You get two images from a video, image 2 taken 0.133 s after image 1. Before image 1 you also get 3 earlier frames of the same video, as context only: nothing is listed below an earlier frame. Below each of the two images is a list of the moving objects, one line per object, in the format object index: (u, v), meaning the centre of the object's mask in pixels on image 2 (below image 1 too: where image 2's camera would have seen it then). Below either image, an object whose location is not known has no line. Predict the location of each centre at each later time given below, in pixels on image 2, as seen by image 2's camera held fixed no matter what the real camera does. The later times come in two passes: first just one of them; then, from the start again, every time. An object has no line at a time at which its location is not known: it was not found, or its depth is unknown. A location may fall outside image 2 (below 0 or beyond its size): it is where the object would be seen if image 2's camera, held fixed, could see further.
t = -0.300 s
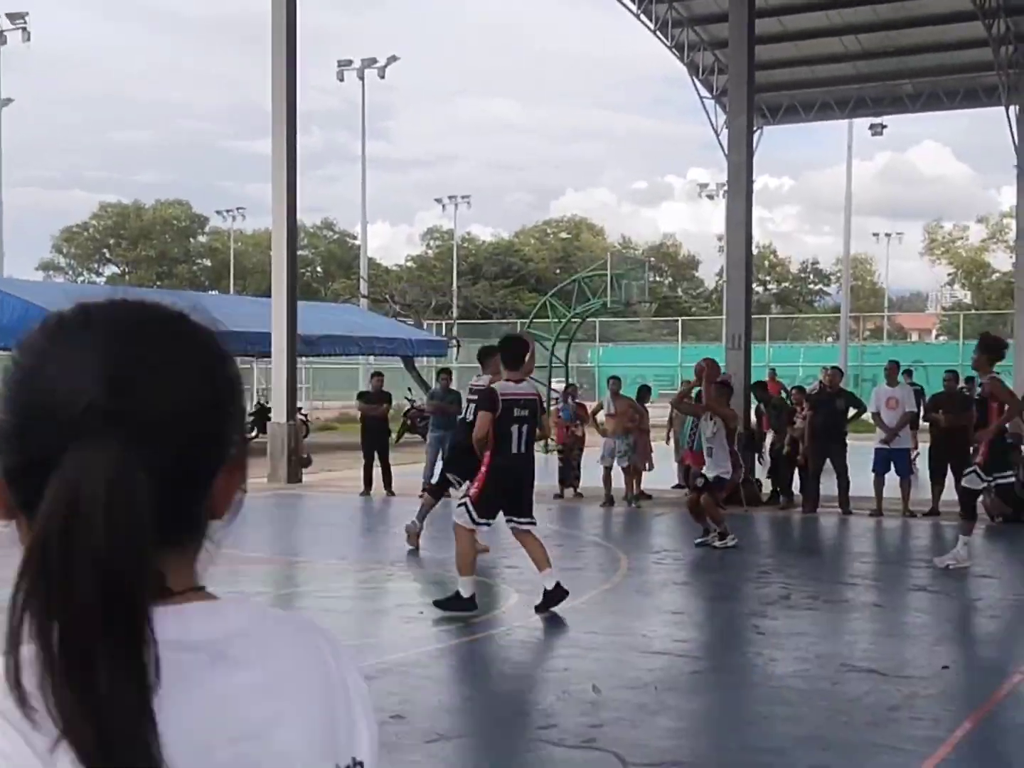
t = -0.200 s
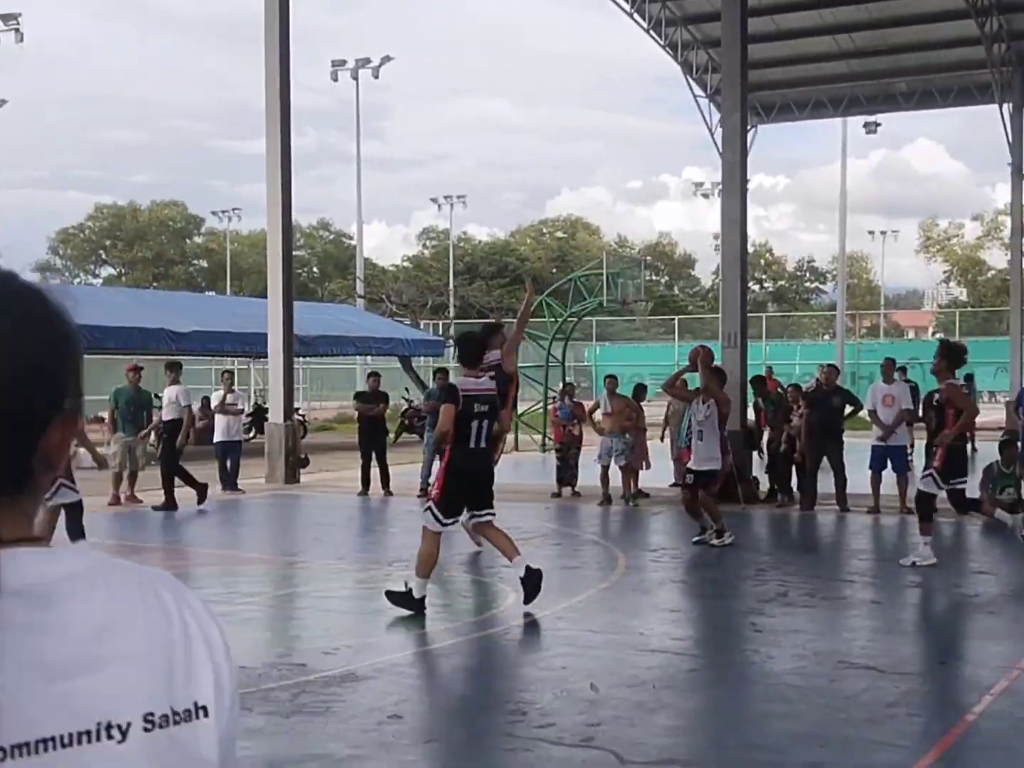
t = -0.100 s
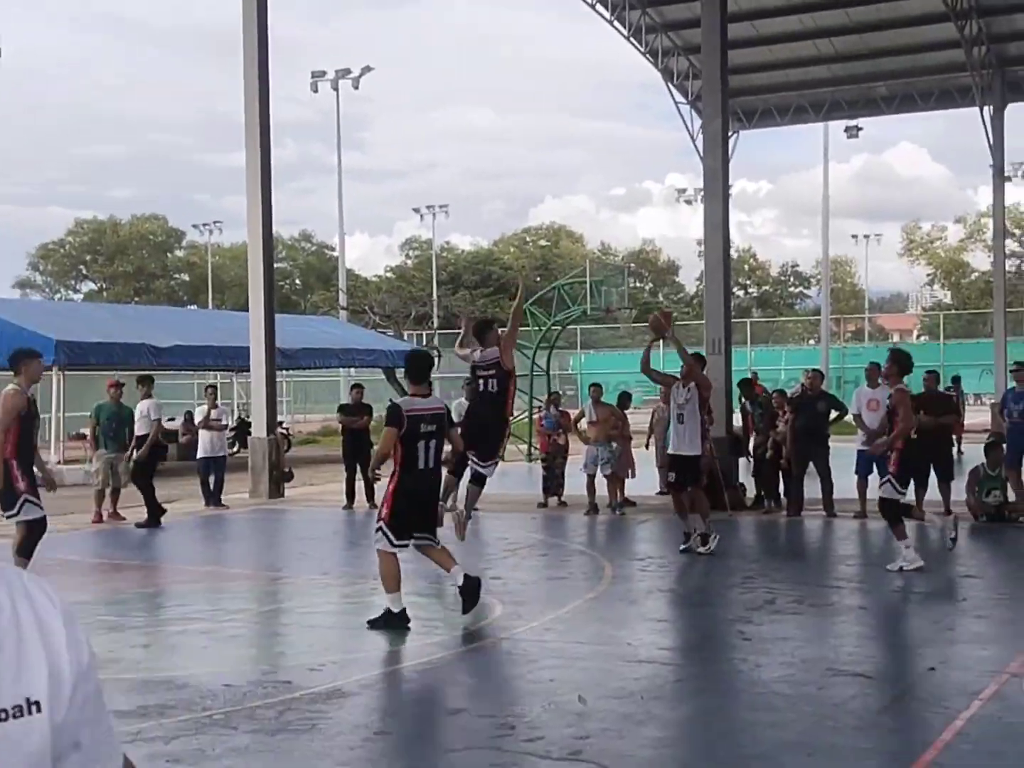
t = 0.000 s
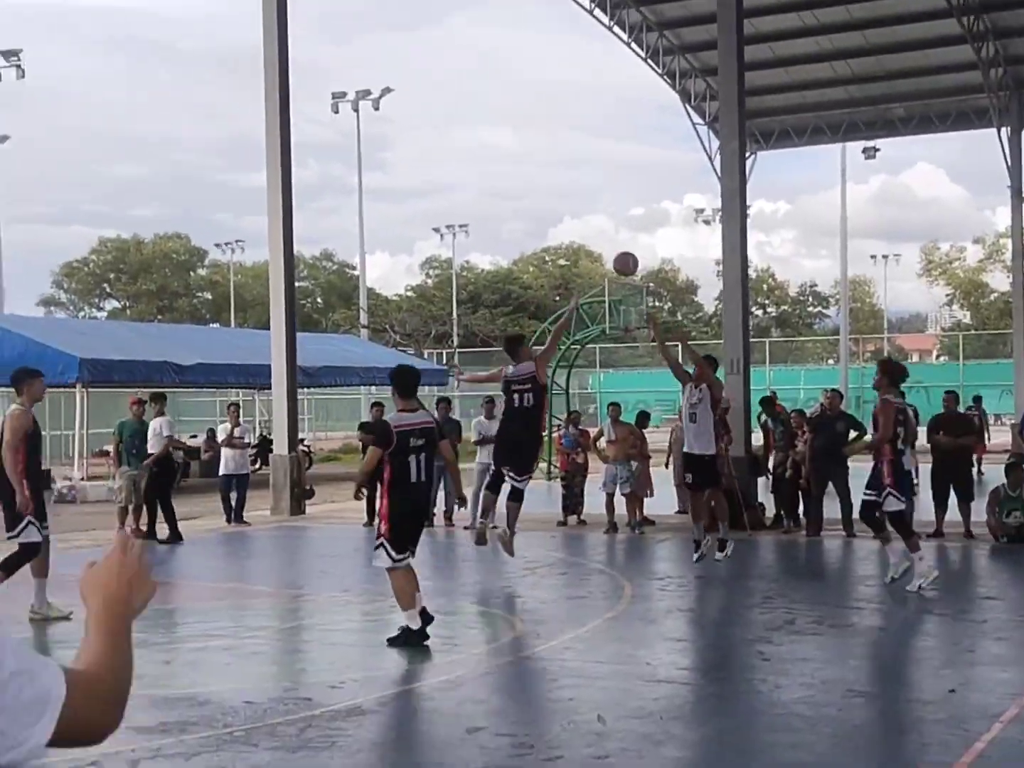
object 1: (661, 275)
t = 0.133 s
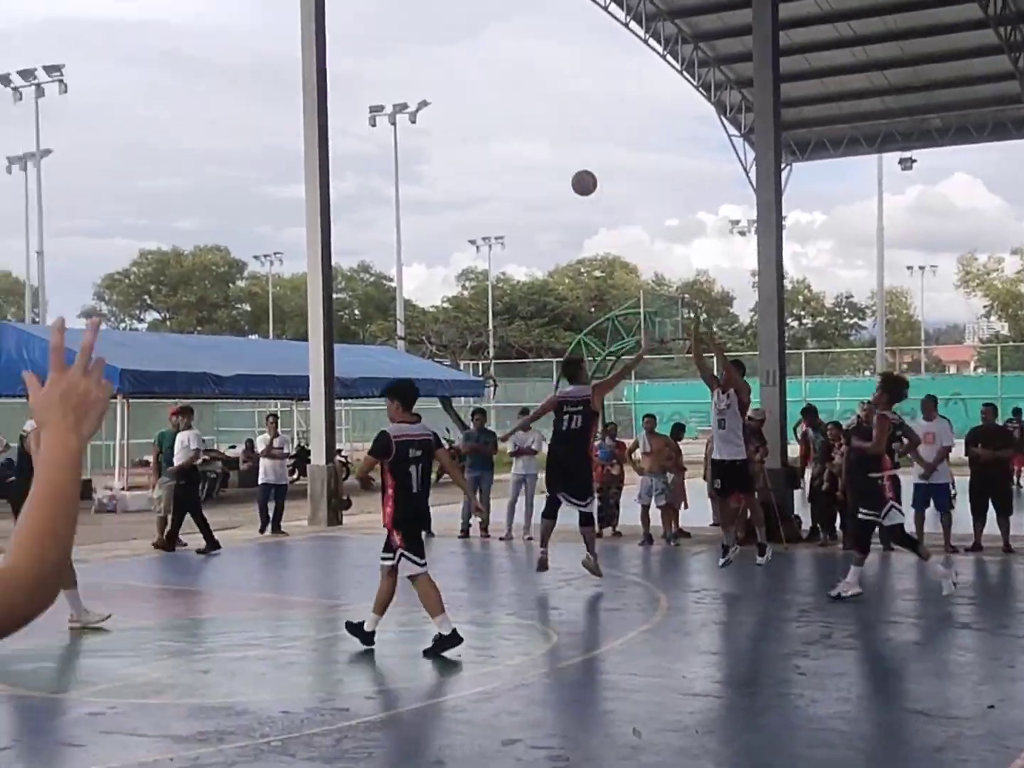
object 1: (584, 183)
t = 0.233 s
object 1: (527, 124)
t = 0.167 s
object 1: (565, 162)
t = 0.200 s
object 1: (546, 143)
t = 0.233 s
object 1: (527, 124)
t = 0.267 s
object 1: (509, 108)
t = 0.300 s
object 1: (490, 92)
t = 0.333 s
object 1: (472, 77)
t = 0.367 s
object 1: (453, 64)
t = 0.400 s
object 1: (435, 52)
